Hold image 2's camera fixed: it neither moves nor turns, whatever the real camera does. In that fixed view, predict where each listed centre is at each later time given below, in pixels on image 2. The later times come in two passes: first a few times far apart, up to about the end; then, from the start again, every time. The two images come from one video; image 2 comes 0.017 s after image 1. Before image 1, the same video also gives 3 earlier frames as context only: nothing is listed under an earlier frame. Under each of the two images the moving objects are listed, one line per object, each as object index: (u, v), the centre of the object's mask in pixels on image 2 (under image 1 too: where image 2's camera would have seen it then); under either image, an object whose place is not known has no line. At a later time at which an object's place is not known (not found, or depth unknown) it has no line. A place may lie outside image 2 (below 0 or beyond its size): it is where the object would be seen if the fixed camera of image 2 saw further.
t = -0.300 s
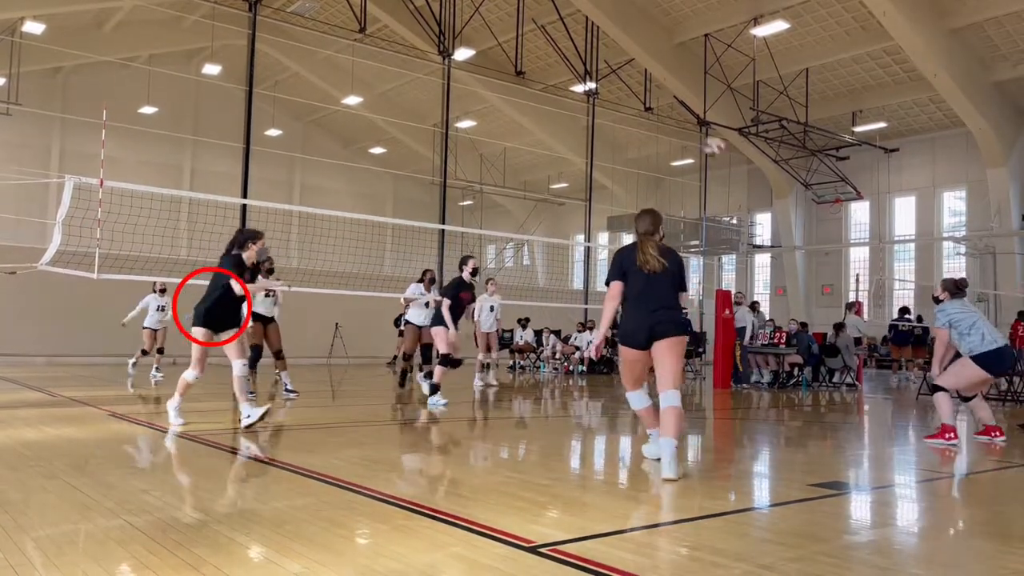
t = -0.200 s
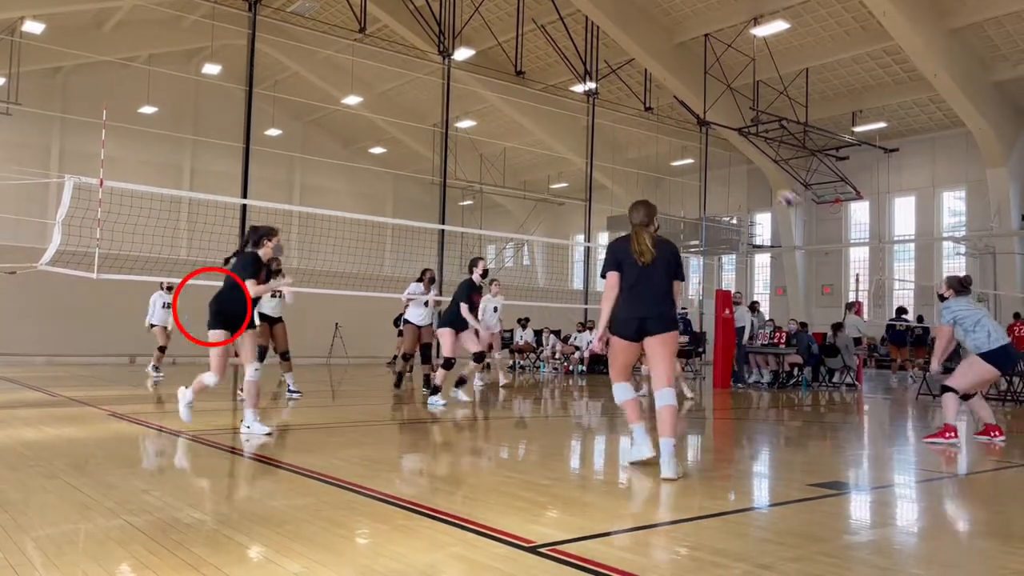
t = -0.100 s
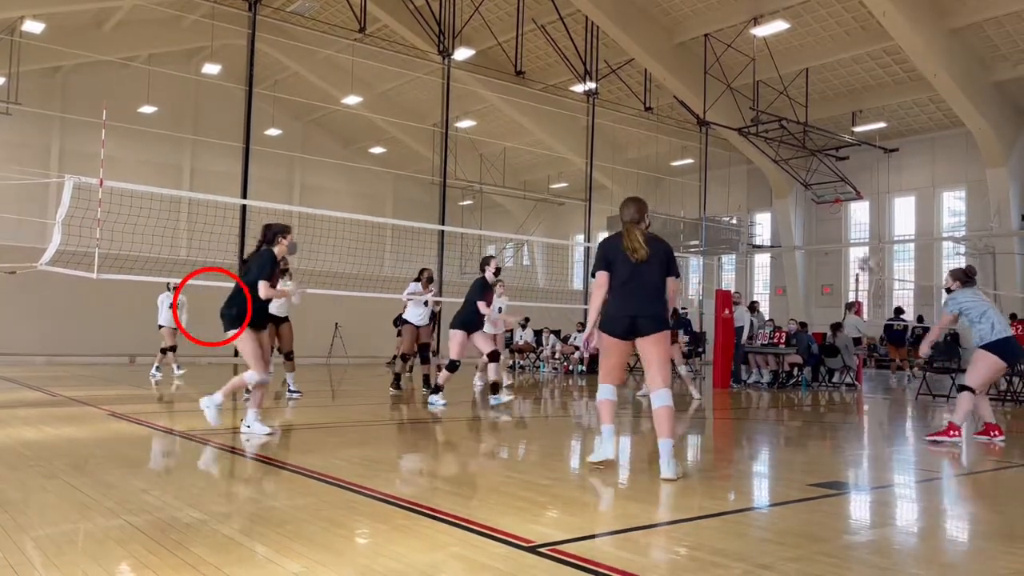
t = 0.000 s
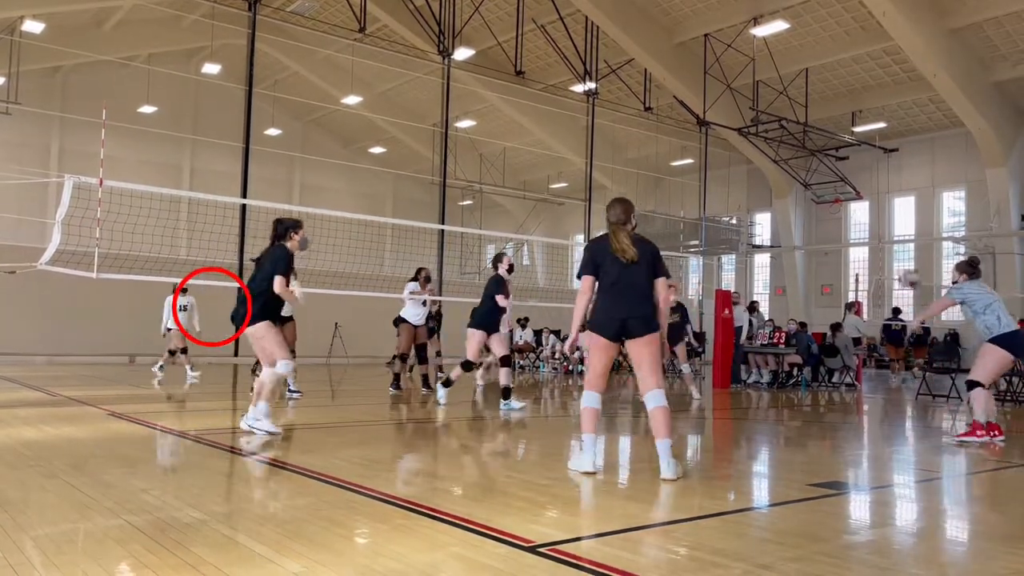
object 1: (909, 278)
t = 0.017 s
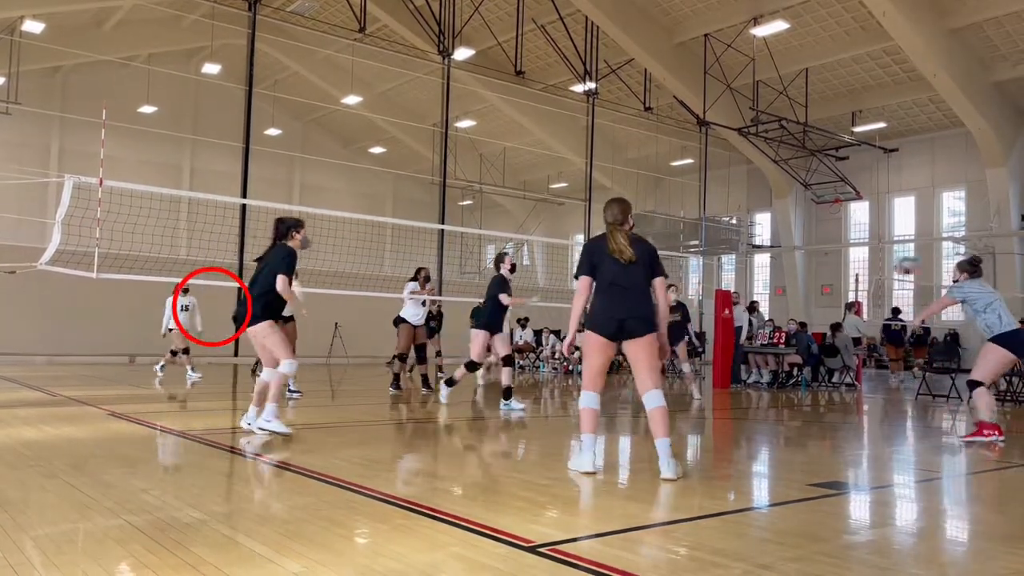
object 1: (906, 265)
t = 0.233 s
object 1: (848, 137)
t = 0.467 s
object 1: (796, 65)
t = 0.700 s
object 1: (751, 49)
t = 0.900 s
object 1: (714, 73)
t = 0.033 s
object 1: (902, 253)
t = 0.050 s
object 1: (896, 241)
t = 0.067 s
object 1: (893, 230)
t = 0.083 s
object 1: (889, 219)
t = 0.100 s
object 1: (884, 210)
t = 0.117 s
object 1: (879, 197)
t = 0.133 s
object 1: (876, 187)
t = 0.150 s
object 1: (870, 178)
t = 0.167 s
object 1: (866, 169)
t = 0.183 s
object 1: (861, 160)
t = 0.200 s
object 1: (857, 152)
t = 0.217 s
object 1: (853, 144)
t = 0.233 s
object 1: (848, 137)
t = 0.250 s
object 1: (844, 128)
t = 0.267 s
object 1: (841, 121)
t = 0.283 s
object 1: (837, 115)
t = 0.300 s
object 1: (834, 109)
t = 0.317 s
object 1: (829, 103)
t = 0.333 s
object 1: (825, 98)
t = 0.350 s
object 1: (822, 92)
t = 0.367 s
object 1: (818, 88)
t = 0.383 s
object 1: (814, 83)
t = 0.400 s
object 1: (810, 78)
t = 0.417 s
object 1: (806, 75)
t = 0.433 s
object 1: (803, 72)
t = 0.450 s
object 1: (800, 68)
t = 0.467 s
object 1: (796, 65)
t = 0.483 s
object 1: (793, 62)
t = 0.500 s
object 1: (789, 59)
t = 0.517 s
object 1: (785, 57)
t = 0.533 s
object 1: (783, 55)
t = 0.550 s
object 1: (779, 54)
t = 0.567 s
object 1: (776, 52)
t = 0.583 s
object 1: (772, 50)
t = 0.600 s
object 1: (769, 49)
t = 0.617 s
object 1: (765, 49)
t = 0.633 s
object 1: (762, 48)
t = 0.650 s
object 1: (760, 48)
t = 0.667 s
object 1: (756, 48)
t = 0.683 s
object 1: (754, 48)
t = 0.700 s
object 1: (751, 49)
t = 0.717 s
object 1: (747, 50)
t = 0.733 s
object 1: (743, 51)
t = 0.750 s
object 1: (741, 53)
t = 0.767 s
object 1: (738, 54)
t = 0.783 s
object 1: (735, 56)
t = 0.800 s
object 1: (732, 58)
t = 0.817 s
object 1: (729, 60)
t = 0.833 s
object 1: (725, 62)
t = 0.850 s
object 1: (722, 64)
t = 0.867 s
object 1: (719, 67)
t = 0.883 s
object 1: (717, 70)
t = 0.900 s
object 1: (714, 73)
